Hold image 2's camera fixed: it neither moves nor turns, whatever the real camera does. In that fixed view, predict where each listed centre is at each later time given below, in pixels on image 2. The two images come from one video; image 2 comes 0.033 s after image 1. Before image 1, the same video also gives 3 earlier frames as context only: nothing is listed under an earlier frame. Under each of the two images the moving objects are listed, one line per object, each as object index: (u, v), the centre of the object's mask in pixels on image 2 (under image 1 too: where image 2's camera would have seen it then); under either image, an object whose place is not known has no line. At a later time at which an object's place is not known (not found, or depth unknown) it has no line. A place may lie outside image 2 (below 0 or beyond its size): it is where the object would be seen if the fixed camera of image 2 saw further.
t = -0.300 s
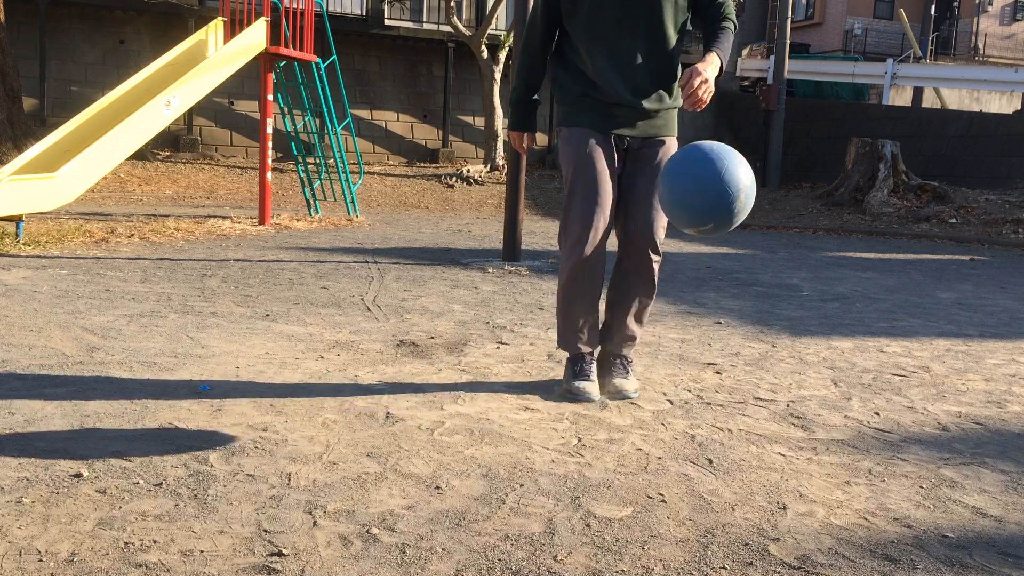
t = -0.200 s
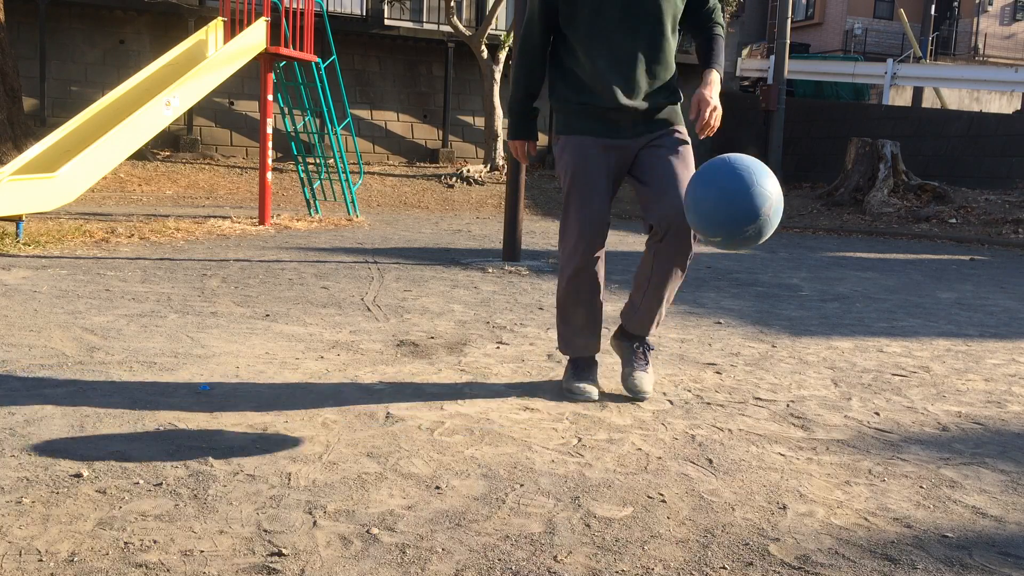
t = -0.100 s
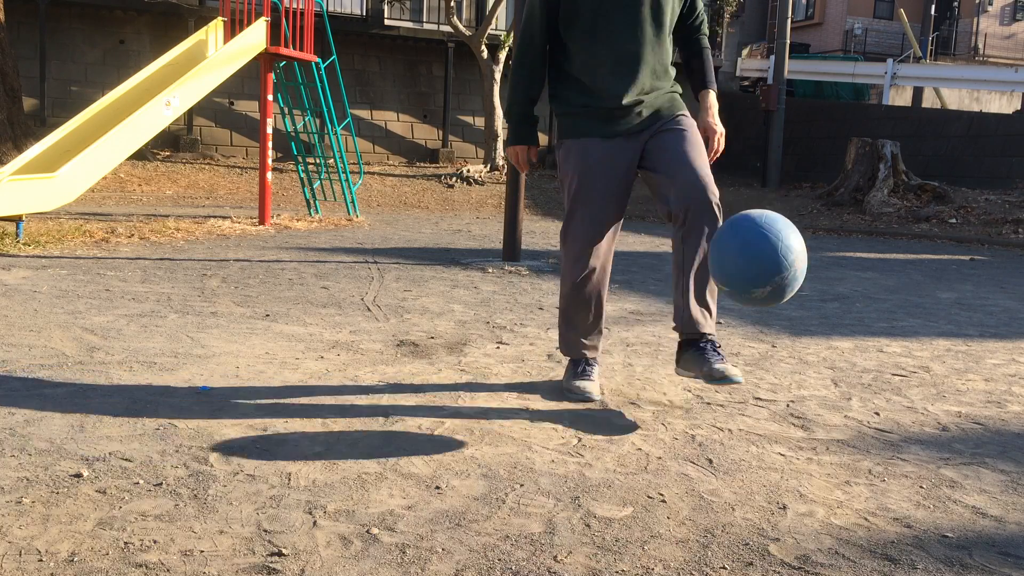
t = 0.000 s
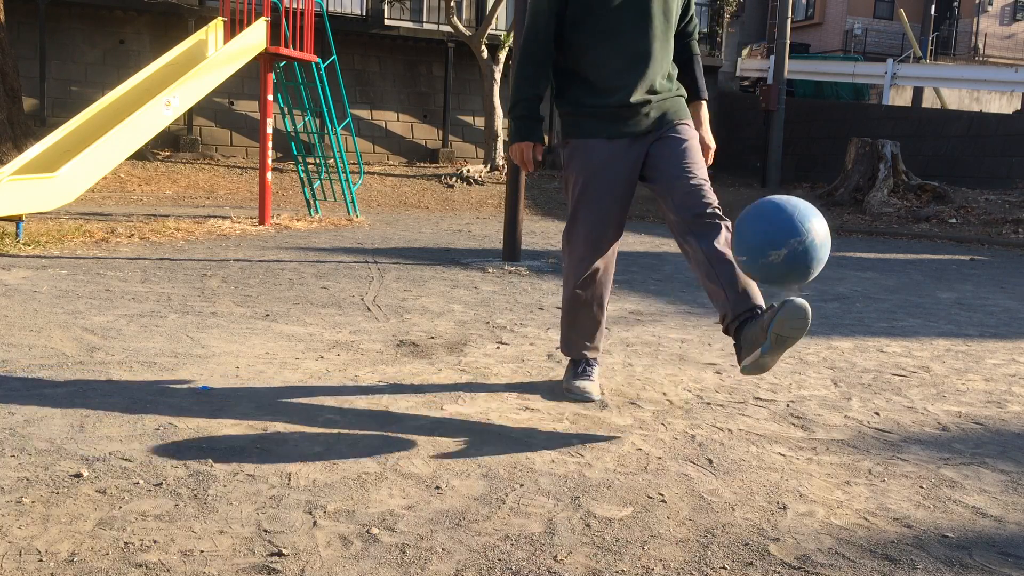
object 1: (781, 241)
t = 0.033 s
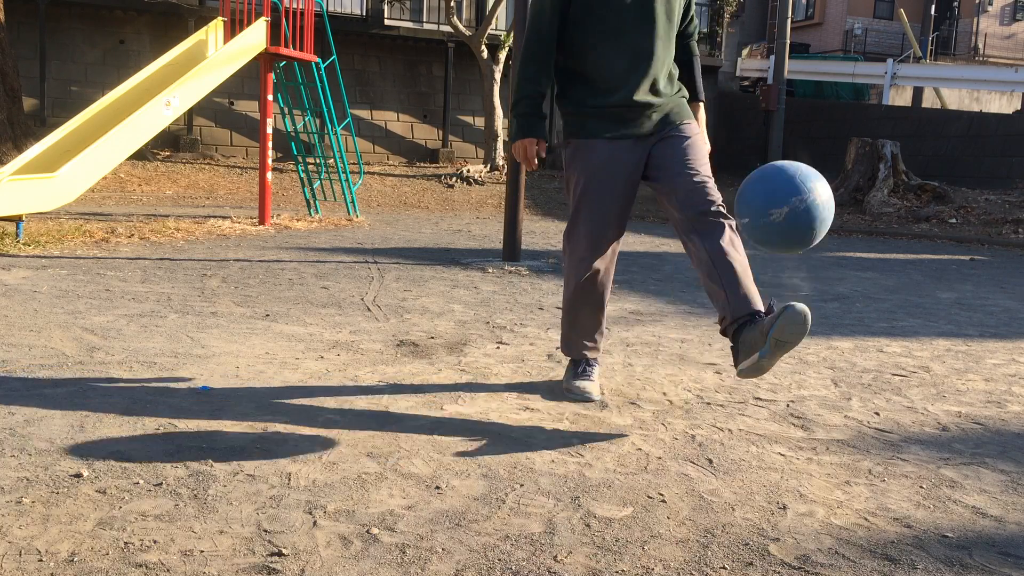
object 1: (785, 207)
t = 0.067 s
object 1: (788, 177)
